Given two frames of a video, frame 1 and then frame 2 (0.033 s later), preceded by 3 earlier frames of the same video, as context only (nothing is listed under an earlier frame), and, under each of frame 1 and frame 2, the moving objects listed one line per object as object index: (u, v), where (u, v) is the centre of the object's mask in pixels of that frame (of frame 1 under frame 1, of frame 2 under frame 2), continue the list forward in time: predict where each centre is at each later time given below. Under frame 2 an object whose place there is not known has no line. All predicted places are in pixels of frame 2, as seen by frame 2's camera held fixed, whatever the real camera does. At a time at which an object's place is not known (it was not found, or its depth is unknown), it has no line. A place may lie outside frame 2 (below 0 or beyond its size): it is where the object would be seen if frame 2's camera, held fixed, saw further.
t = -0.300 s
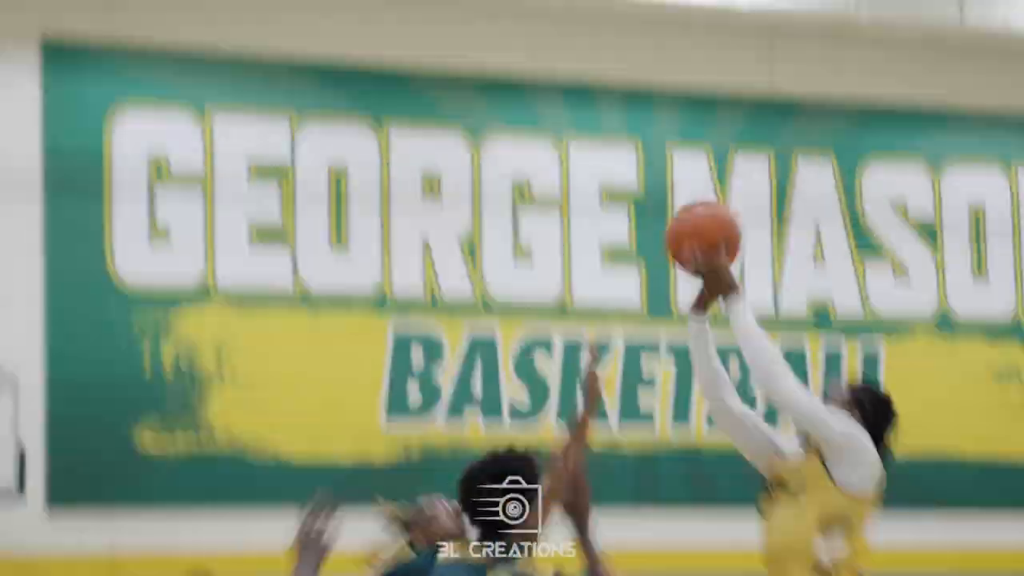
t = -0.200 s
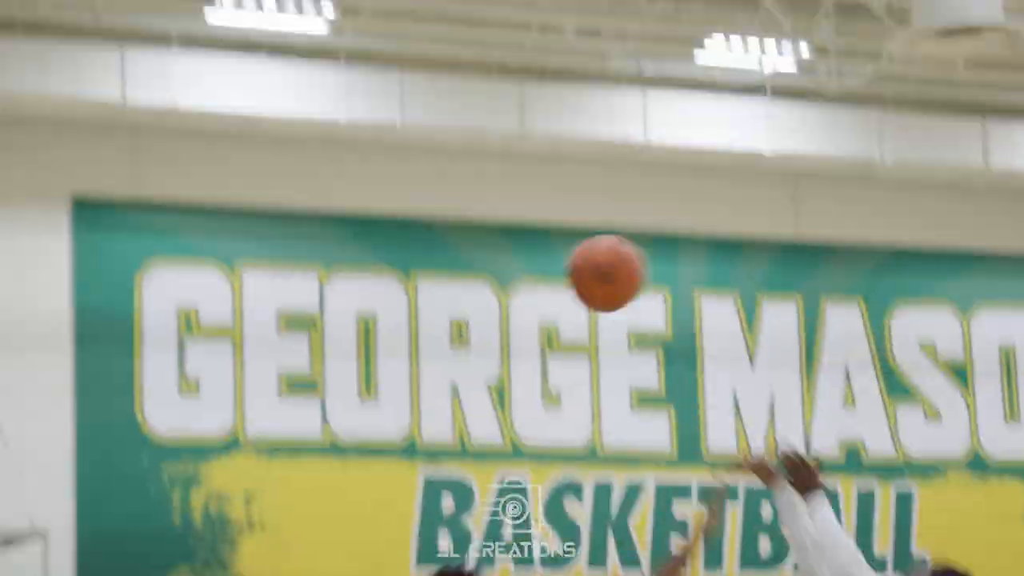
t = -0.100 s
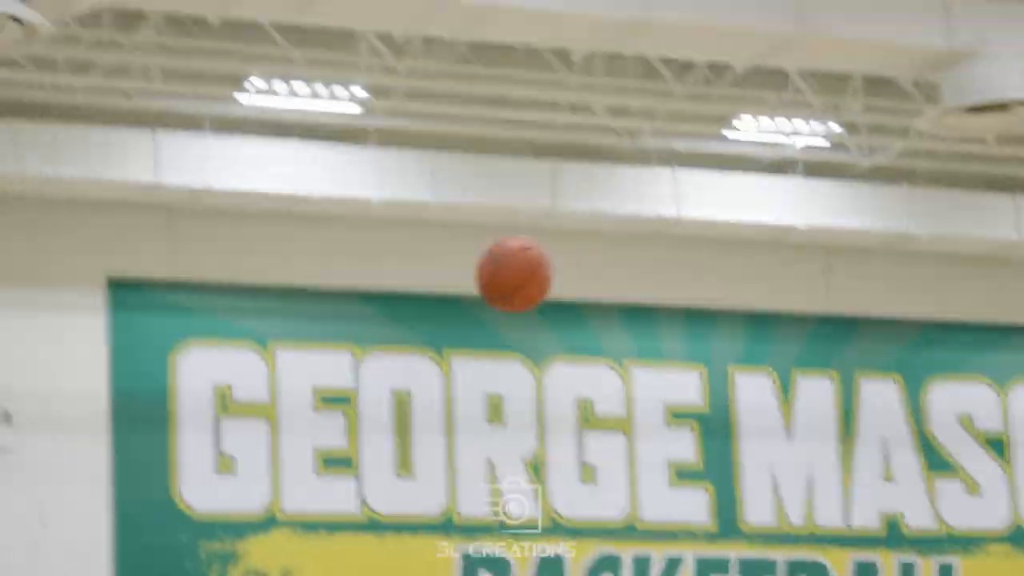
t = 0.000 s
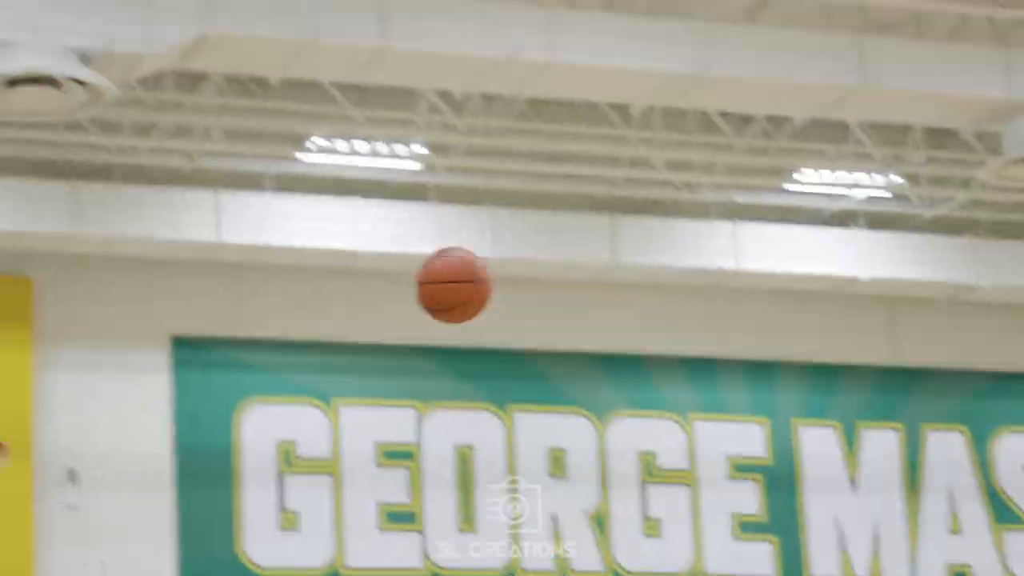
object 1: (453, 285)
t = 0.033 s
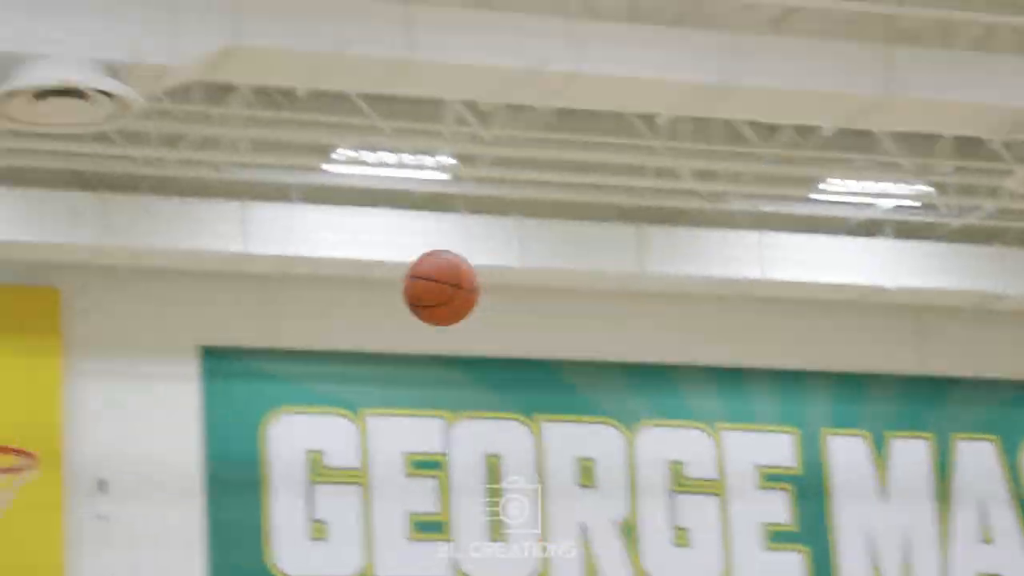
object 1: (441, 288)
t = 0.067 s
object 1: (401, 284)
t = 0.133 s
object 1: (320, 286)
